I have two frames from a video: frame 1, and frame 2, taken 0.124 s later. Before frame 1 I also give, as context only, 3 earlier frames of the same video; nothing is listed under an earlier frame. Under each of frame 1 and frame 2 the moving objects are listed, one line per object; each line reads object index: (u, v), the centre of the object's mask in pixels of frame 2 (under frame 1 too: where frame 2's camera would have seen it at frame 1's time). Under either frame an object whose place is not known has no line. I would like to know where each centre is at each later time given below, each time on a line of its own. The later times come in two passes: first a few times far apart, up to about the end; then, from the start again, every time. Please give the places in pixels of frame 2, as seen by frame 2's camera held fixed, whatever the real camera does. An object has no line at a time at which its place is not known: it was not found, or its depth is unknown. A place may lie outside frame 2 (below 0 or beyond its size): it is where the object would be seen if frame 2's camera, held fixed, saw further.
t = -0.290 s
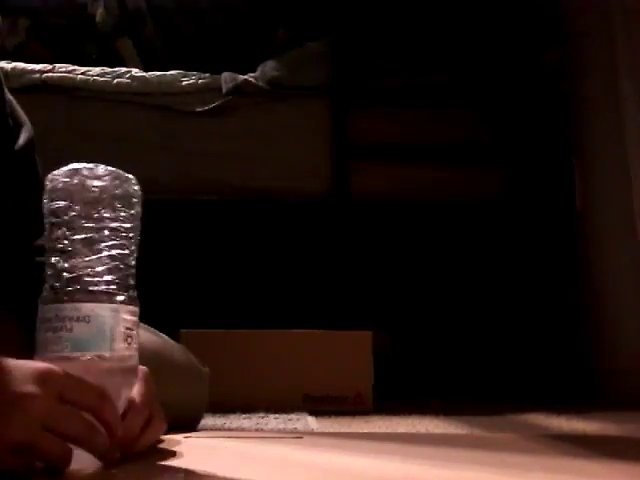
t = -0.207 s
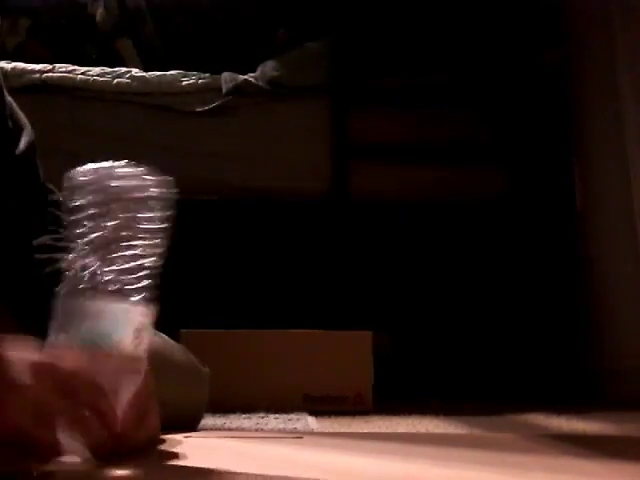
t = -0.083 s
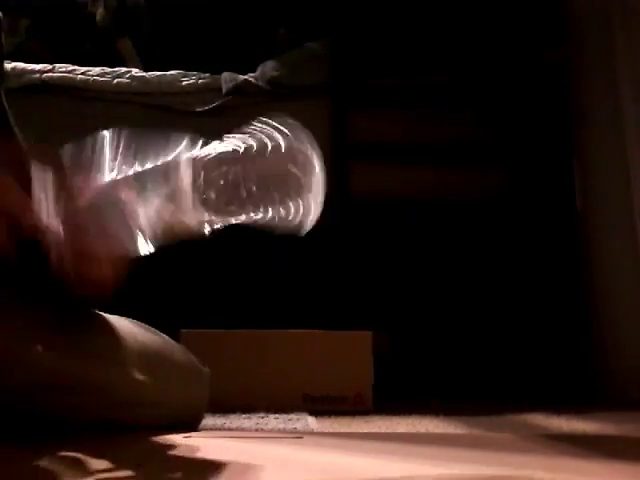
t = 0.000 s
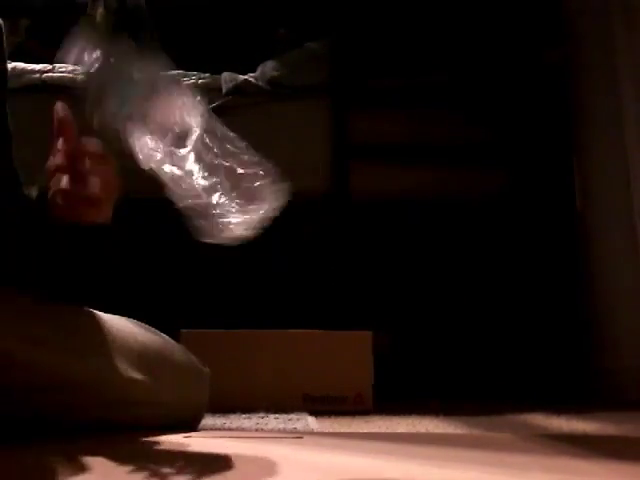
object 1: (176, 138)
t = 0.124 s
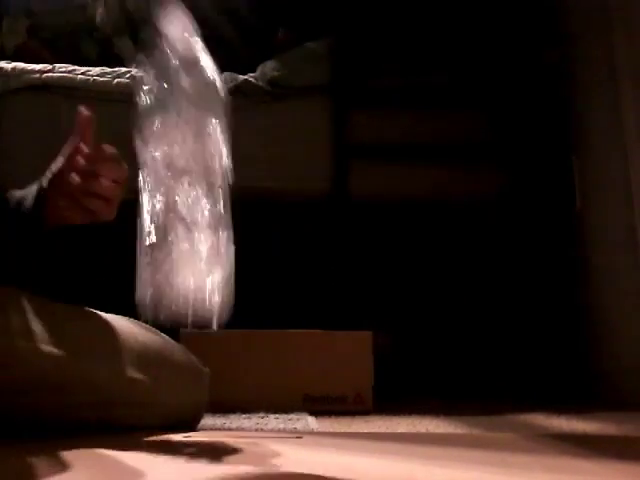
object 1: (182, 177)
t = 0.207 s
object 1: (206, 312)
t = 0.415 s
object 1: (191, 329)
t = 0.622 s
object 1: (192, 331)
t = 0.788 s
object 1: (192, 331)
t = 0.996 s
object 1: (192, 331)
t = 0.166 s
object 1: (190, 250)
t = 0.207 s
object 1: (206, 312)
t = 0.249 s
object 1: (209, 326)
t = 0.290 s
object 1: (203, 323)
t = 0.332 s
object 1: (196, 325)
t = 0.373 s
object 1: (194, 329)
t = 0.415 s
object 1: (191, 329)
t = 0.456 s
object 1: (192, 330)
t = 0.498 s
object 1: (192, 331)
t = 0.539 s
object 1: (192, 331)
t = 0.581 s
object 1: (192, 331)
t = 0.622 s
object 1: (192, 331)
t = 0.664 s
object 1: (192, 331)
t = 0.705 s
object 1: (192, 331)
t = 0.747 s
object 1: (192, 331)
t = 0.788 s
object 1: (192, 331)
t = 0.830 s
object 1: (192, 331)
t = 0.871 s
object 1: (192, 331)
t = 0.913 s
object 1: (192, 331)
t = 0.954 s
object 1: (192, 331)
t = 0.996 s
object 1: (192, 331)
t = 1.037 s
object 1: (192, 331)
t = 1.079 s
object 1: (192, 331)
